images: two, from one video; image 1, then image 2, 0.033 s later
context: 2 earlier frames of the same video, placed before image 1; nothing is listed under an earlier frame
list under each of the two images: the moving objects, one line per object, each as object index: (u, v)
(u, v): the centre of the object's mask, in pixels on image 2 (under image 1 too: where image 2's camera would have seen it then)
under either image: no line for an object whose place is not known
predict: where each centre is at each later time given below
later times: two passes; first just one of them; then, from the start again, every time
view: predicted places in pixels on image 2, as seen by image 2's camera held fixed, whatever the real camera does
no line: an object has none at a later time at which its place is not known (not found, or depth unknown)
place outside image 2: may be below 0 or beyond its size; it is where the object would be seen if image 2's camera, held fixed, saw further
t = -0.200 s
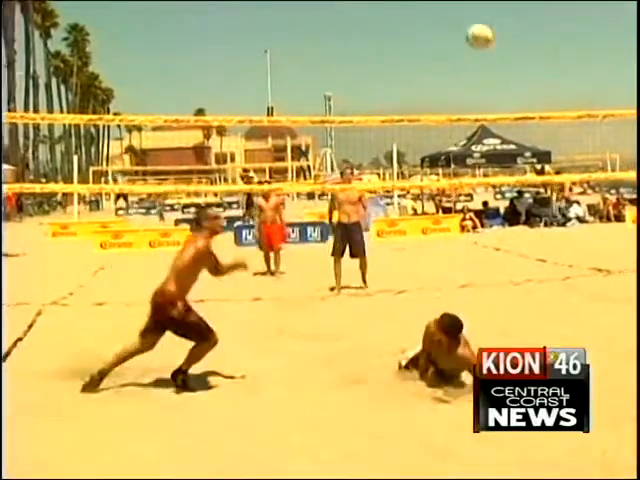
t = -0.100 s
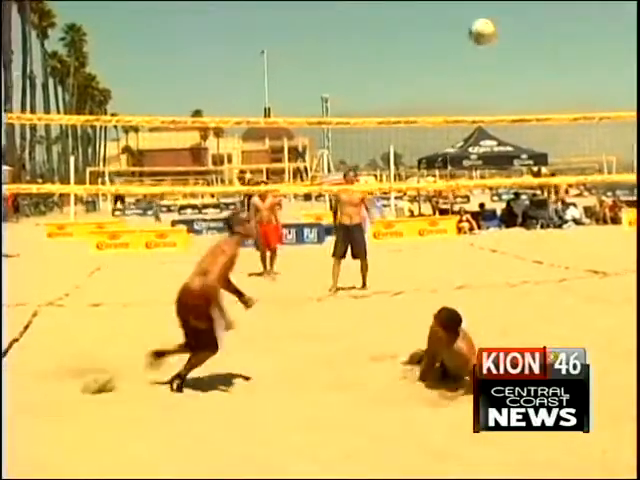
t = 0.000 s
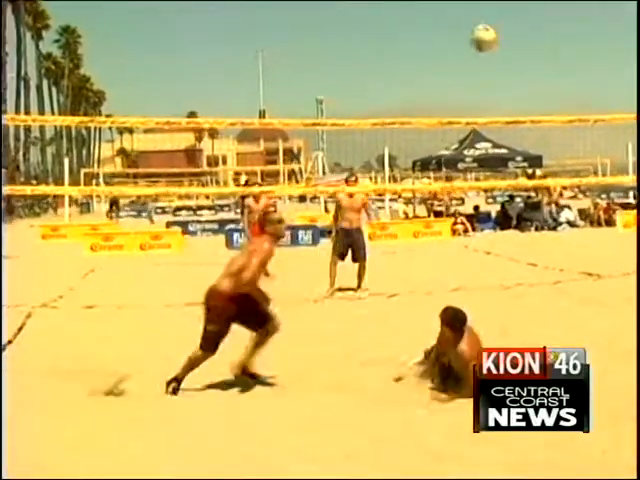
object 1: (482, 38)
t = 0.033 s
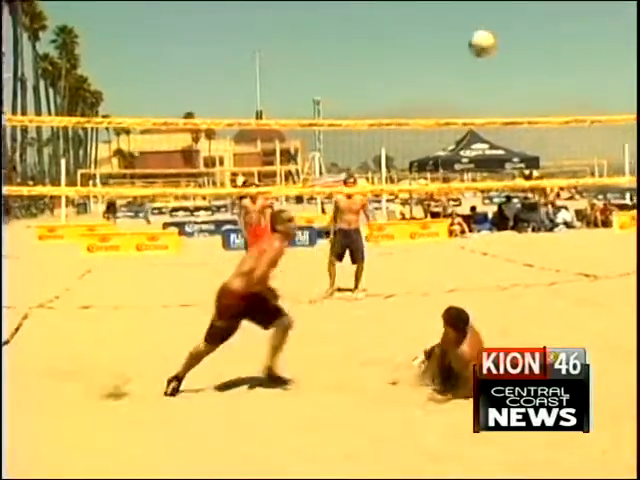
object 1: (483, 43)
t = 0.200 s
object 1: (486, 84)
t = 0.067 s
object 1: (483, 47)
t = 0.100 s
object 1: (483, 55)
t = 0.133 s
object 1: (484, 64)
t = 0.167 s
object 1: (485, 73)
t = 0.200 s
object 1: (486, 84)
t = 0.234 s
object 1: (489, 96)
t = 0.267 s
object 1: (491, 107)
